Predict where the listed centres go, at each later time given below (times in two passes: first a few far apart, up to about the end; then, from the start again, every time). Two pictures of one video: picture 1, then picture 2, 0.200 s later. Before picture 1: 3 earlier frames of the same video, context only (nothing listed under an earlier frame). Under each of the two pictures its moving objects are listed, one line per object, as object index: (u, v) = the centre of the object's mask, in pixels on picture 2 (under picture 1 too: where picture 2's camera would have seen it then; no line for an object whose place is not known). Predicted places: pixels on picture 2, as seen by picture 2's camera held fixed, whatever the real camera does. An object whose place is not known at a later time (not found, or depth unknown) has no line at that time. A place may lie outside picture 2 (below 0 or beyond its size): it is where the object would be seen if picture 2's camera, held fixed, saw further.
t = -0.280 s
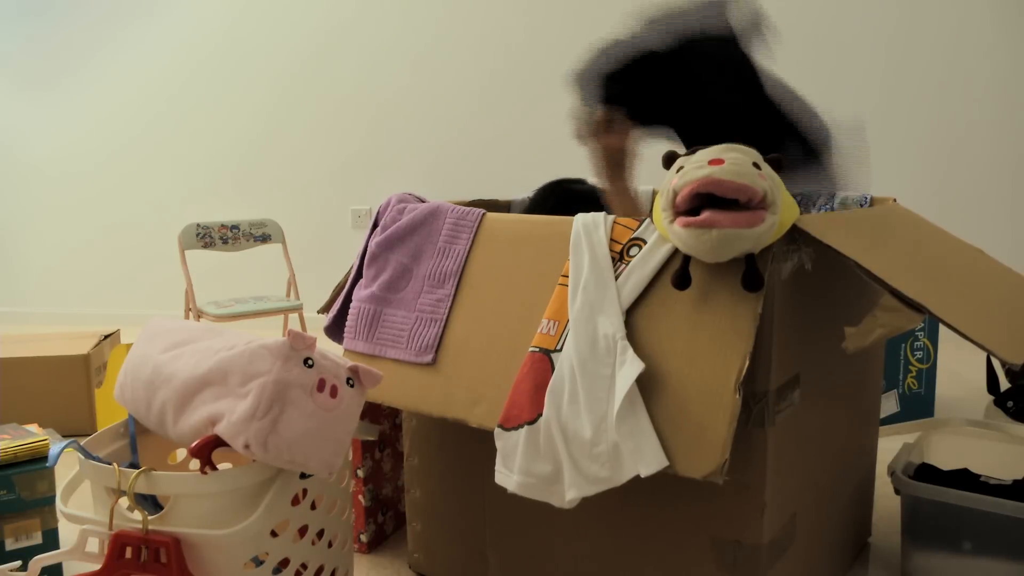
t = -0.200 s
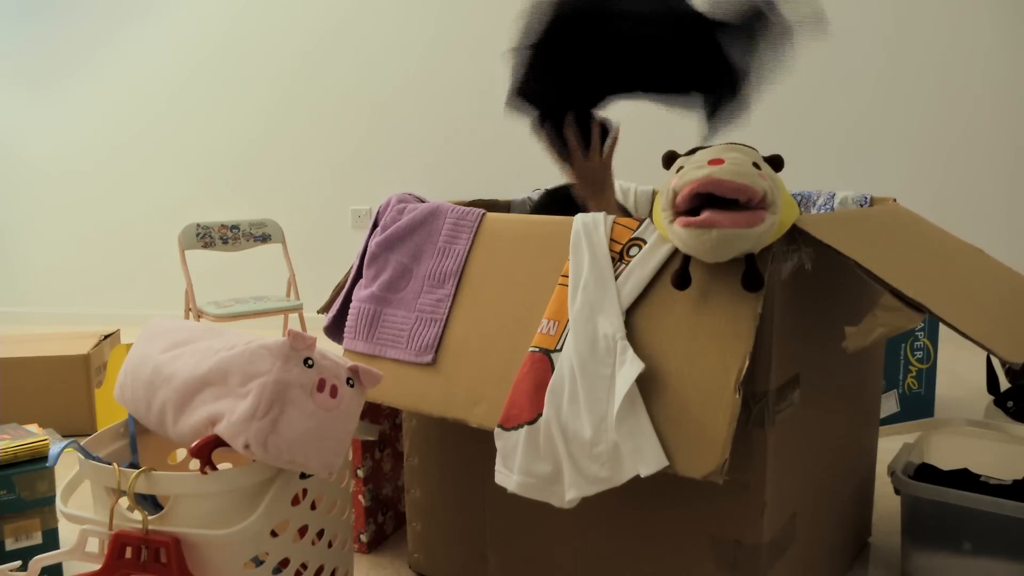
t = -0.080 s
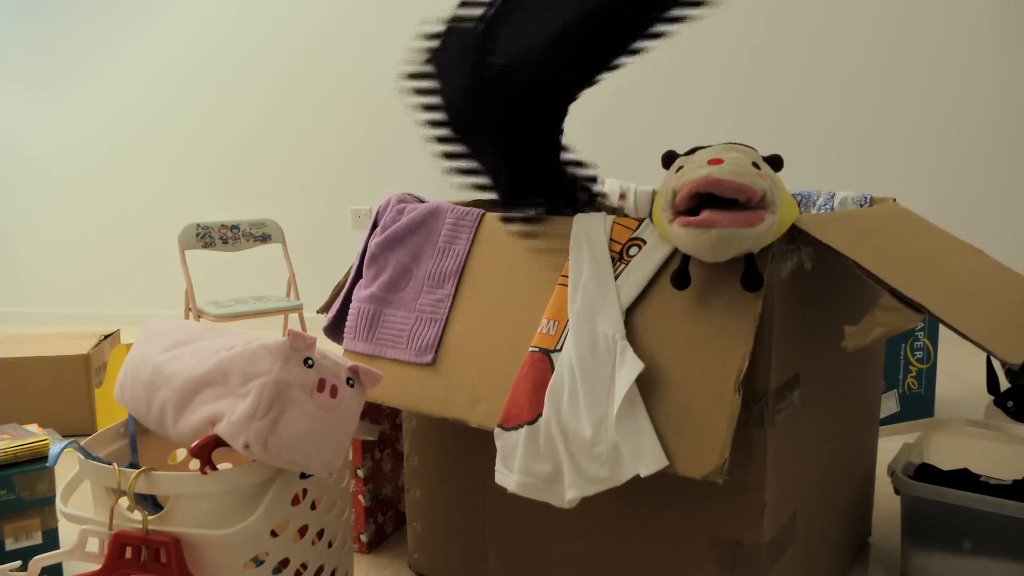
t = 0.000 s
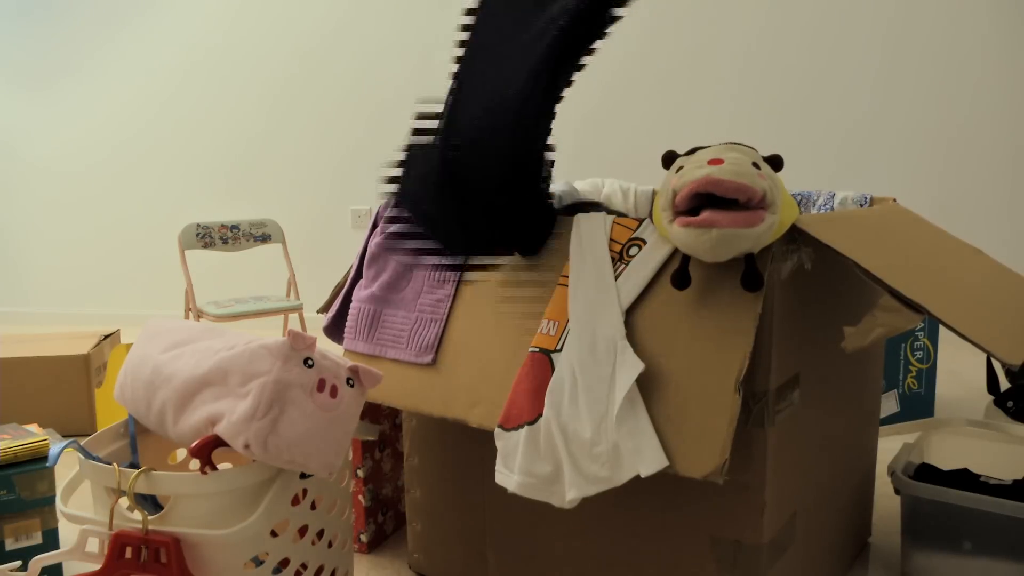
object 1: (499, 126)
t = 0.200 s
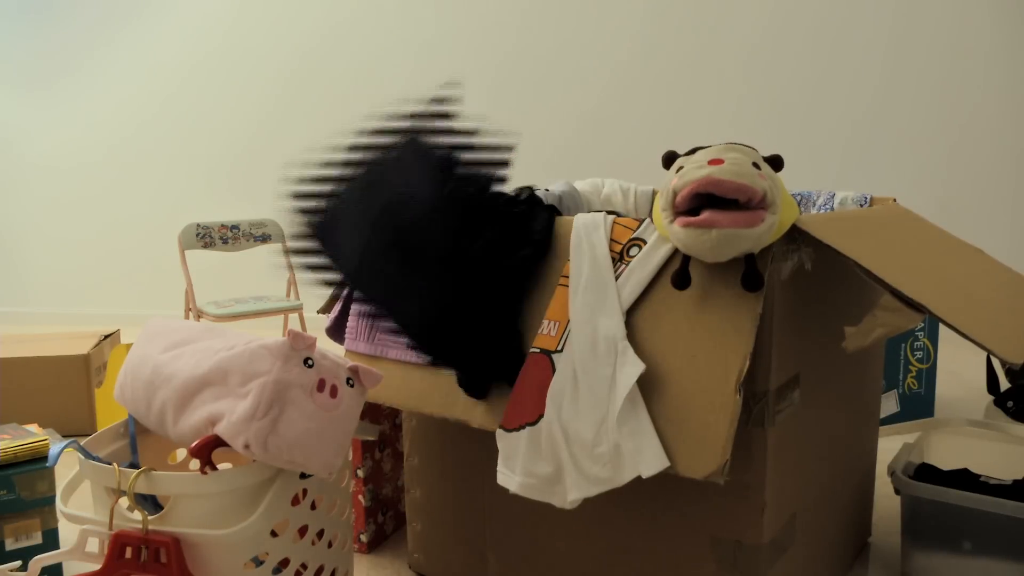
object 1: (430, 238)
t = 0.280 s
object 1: (447, 294)
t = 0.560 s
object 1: (464, 298)
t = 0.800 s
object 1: (463, 299)
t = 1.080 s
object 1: (463, 299)
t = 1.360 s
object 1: (463, 299)
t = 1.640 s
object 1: (463, 299)
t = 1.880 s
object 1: (463, 299)
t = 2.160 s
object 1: (463, 299)
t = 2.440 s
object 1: (463, 299)
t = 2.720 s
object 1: (463, 299)
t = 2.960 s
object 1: (463, 299)
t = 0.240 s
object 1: (431, 273)
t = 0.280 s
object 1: (447, 294)
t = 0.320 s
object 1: (462, 296)
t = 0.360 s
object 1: (465, 296)
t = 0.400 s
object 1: (465, 297)
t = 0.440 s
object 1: (465, 297)
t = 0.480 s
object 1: (465, 296)
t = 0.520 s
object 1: (464, 298)
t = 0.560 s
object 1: (464, 298)
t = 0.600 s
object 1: (463, 299)
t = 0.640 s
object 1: (463, 299)
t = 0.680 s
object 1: (463, 299)
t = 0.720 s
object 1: (463, 299)
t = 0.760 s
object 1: (463, 299)
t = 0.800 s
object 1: (463, 299)
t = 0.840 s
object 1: (463, 299)
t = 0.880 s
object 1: (463, 299)
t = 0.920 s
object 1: (463, 299)
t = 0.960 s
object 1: (463, 299)
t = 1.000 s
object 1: (463, 299)
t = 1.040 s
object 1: (463, 299)
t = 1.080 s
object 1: (463, 299)
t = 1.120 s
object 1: (463, 299)
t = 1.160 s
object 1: (463, 299)
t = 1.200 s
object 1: (463, 299)
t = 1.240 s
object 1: (463, 299)
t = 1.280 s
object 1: (463, 299)
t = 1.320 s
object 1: (463, 299)
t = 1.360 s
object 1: (463, 299)
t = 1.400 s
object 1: (463, 299)
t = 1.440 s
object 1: (463, 299)
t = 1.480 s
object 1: (463, 299)
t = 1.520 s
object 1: (463, 299)
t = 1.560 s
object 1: (463, 299)
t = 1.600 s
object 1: (463, 299)
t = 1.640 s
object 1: (463, 299)
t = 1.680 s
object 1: (463, 299)
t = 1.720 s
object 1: (463, 299)
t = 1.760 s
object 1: (463, 299)
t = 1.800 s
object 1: (463, 299)
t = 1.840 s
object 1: (463, 299)
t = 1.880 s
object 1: (463, 299)
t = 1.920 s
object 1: (463, 299)
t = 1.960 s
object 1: (463, 299)
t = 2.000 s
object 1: (463, 299)
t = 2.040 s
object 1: (463, 299)
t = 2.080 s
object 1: (463, 299)
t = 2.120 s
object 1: (463, 299)
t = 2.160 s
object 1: (463, 299)
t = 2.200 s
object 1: (463, 299)
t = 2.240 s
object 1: (463, 299)
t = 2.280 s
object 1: (463, 299)
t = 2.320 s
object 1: (463, 299)
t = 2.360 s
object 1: (463, 299)
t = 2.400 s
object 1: (463, 299)
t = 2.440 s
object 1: (463, 299)
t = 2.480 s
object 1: (463, 299)
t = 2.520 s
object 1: (463, 299)
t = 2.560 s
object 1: (463, 299)
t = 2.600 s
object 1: (463, 298)
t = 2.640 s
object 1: (463, 299)
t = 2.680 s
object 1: (463, 299)
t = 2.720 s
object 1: (463, 299)
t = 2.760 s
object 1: (463, 299)
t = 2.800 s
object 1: (463, 299)
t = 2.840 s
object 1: (463, 299)
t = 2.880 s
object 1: (463, 299)
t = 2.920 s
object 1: (463, 299)
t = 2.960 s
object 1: (463, 299)
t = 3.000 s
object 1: (463, 299)
